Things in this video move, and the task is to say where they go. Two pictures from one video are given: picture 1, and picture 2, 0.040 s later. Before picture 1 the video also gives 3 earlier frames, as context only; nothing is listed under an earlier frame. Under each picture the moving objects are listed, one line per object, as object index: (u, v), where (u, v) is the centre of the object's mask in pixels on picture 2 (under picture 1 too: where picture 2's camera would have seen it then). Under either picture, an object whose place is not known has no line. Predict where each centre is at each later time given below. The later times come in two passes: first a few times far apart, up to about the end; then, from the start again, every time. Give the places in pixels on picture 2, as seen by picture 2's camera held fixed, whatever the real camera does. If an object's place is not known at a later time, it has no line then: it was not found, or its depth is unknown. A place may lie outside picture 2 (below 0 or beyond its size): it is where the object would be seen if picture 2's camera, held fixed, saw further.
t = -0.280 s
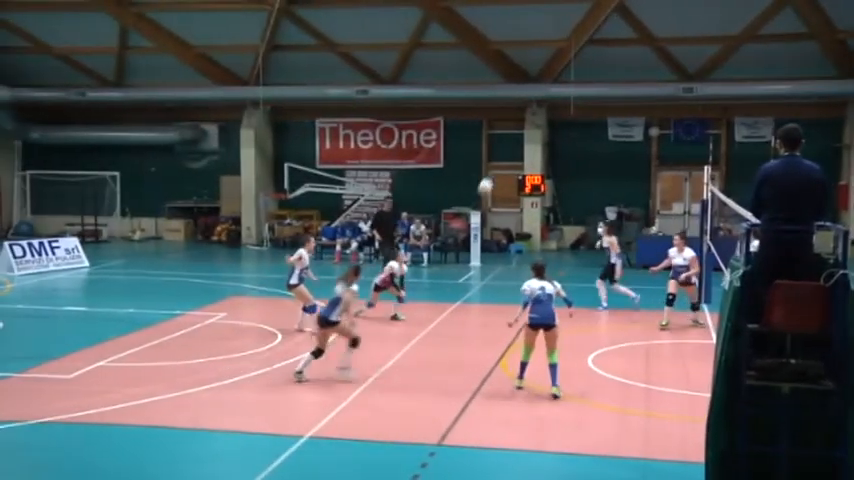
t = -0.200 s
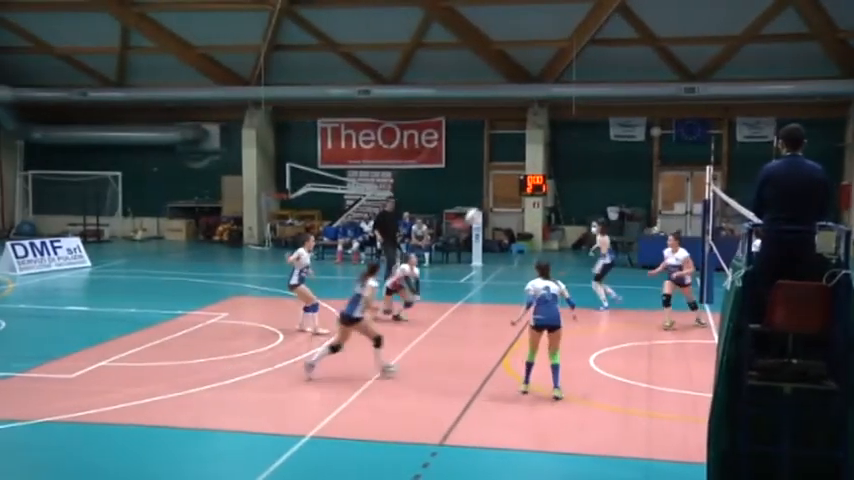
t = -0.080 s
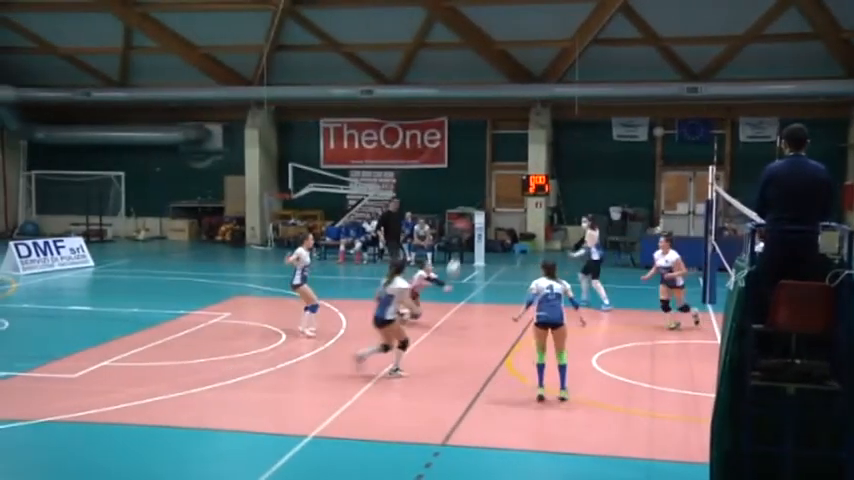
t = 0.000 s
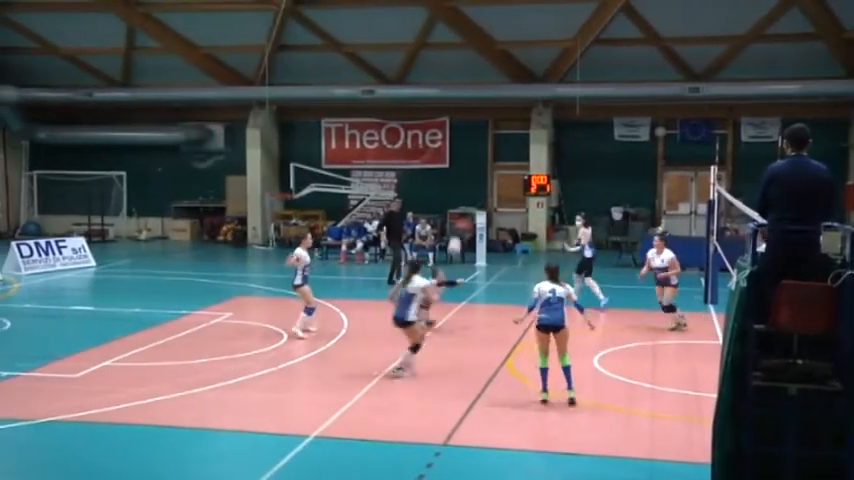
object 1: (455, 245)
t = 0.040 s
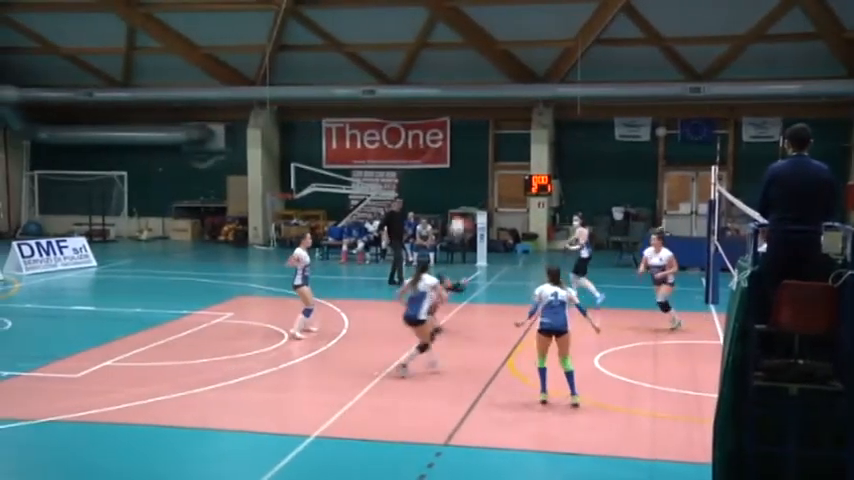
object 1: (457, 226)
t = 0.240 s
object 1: (465, 143)
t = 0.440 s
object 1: (471, 81)
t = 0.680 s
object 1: (477, 41)
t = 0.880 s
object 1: (482, 37)
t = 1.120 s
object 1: (488, 69)
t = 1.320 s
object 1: (494, 129)
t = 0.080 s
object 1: (458, 208)
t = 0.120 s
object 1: (460, 190)
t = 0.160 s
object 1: (462, 174)
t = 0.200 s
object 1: (463, 158)
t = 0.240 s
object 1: (465, 143)
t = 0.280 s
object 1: (466, 129)
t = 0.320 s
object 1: (467, 115)
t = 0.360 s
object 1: (468, 103)
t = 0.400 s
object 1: (470, 92)
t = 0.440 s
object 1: (471, 81)
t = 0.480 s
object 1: (472, 72)
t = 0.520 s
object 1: (473, 64)
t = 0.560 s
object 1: (474, 57)
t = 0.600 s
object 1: (475, 51)
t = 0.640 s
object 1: (476, 46)
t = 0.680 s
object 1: (477, 41)
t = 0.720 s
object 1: (478, 38)
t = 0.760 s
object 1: (479, 37)
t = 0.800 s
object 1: (480, 36)
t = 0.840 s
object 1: (481, 36)
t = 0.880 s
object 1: (482, 37)
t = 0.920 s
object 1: (483, 39)
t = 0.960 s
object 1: (484, 43)
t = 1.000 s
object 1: (485, 48)
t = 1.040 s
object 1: (486, 54)
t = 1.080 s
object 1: (488, 61)
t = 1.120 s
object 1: (488, 69)
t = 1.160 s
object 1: (490, 79)
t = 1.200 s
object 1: (490, 90)
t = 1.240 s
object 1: (491, 102)
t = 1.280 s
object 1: (493, 115)
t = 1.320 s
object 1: (494, 129)
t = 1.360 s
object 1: (495, 145)
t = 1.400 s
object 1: (496, 160)
